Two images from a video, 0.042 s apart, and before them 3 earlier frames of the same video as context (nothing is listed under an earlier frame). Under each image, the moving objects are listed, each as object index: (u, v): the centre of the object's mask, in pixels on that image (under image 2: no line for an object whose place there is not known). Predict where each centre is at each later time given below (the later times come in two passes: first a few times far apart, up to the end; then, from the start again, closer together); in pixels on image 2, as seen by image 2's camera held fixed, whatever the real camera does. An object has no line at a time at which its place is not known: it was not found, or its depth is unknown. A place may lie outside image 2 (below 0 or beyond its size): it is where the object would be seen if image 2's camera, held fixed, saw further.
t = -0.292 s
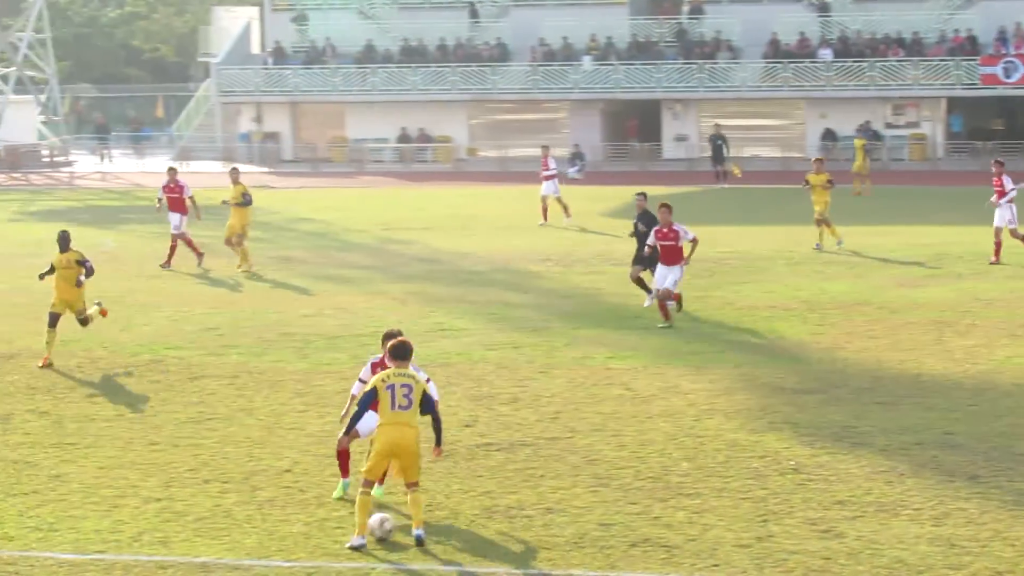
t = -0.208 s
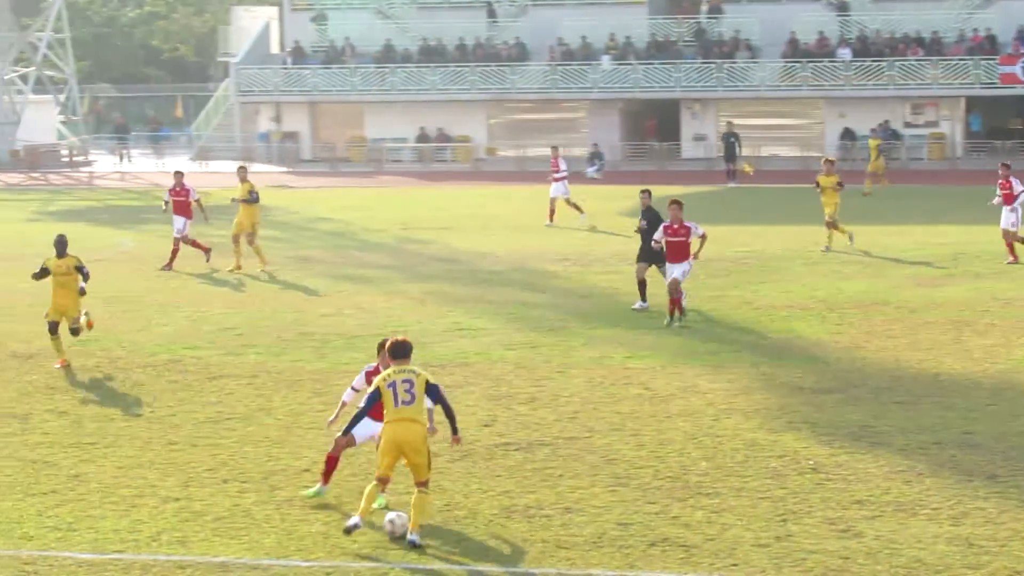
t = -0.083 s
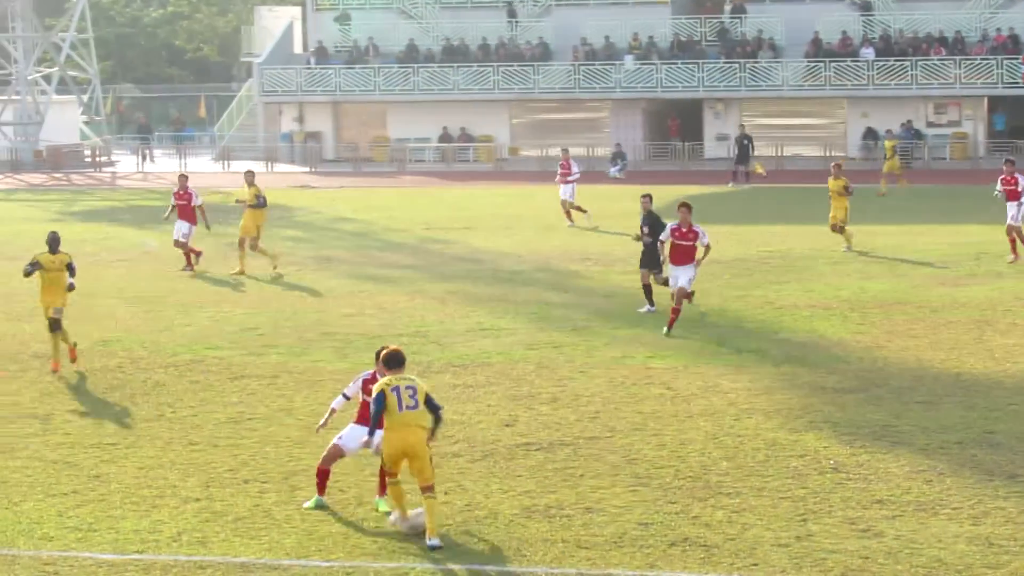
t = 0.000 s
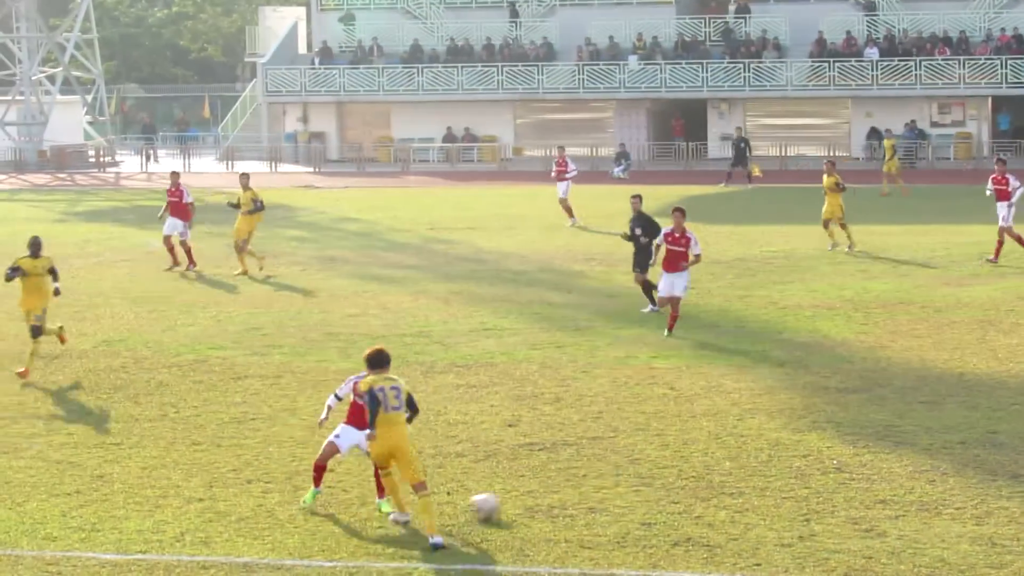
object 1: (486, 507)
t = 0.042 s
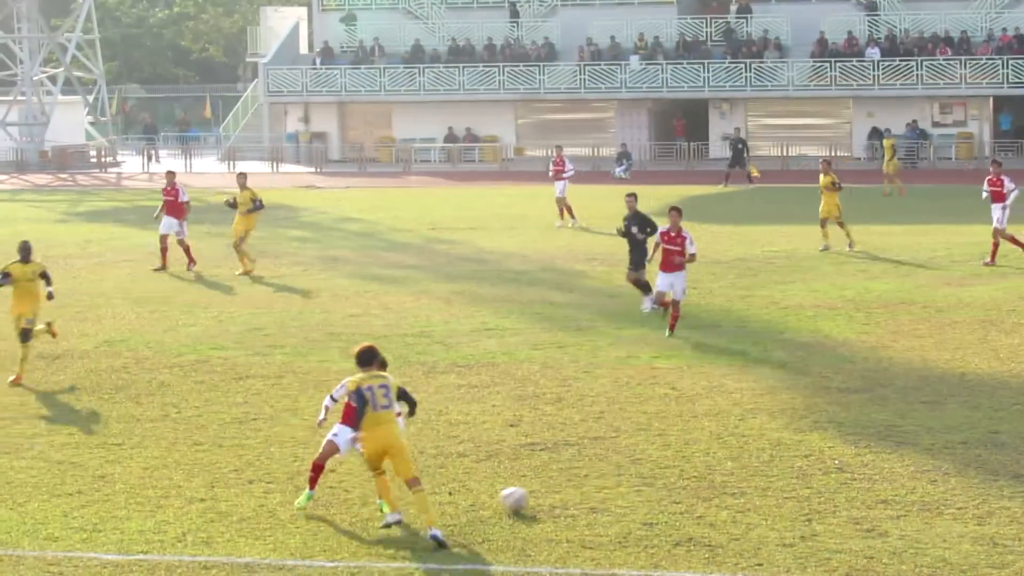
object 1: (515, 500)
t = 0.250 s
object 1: (631, 474)
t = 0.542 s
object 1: (752, 446)
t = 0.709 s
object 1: (804, 435)
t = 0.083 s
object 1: (539, 492)
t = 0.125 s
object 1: (564, 487)
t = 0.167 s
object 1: (588, 483)
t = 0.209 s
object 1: (611, 478)
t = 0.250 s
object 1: (631, 474)
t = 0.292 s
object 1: (651, 470)
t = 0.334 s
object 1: (671, 465)
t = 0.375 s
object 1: (689, 462)
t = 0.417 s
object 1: (705, 455)
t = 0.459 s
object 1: (721, 450)
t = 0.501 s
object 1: (736, 448)
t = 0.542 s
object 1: (752, 446)
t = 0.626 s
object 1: (777, 437)
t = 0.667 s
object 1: (791, 435)
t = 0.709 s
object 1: (804, 435)
